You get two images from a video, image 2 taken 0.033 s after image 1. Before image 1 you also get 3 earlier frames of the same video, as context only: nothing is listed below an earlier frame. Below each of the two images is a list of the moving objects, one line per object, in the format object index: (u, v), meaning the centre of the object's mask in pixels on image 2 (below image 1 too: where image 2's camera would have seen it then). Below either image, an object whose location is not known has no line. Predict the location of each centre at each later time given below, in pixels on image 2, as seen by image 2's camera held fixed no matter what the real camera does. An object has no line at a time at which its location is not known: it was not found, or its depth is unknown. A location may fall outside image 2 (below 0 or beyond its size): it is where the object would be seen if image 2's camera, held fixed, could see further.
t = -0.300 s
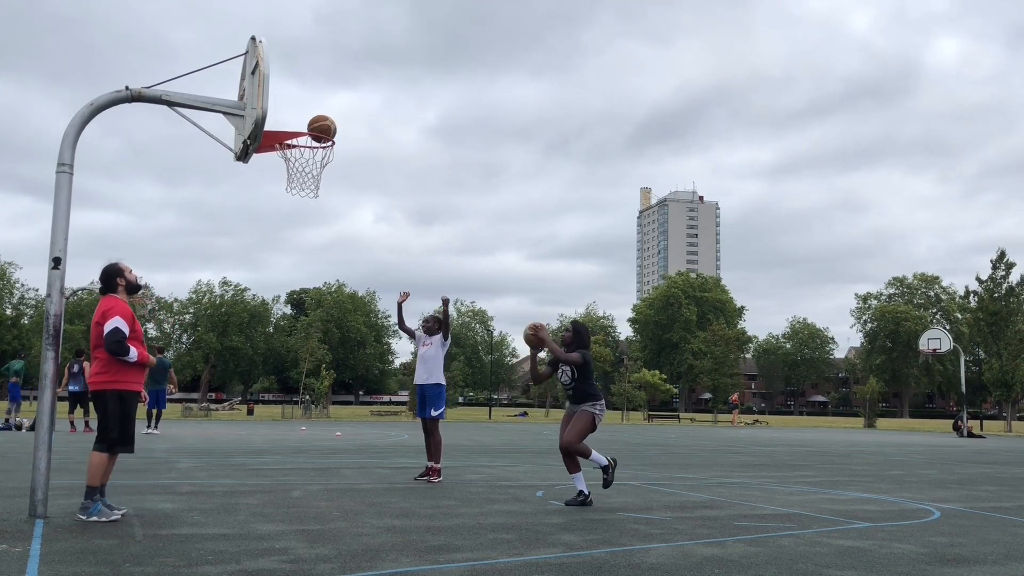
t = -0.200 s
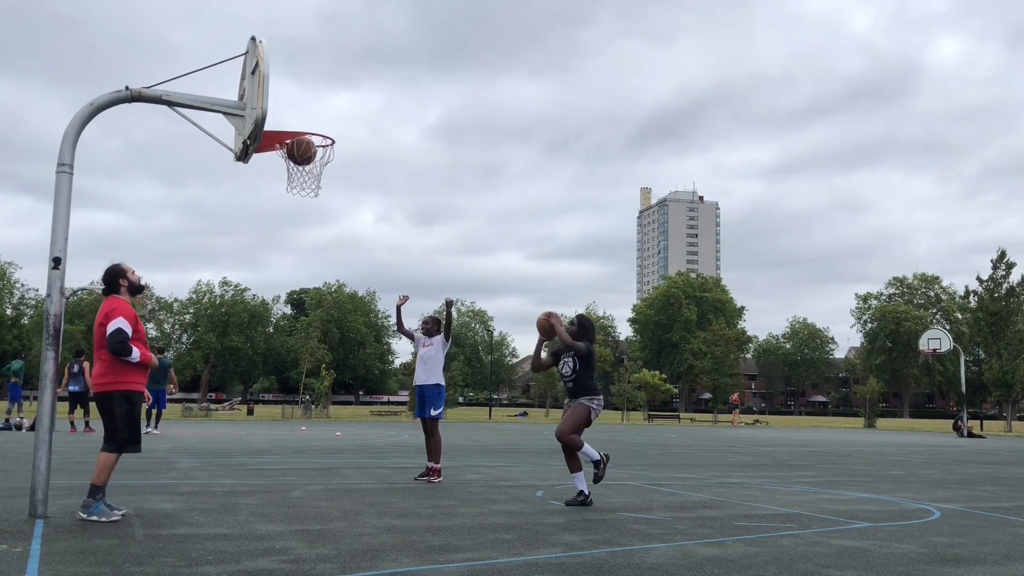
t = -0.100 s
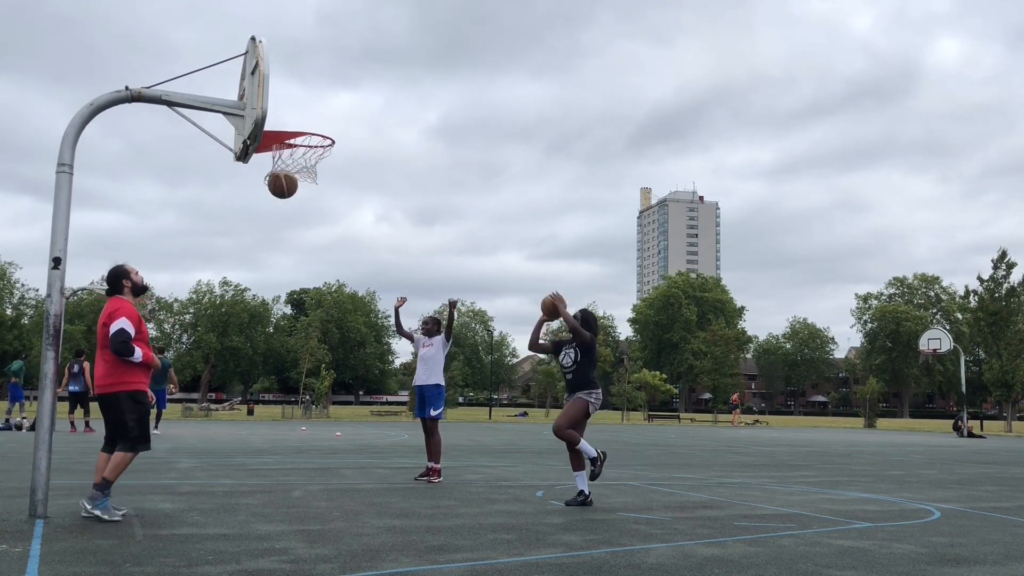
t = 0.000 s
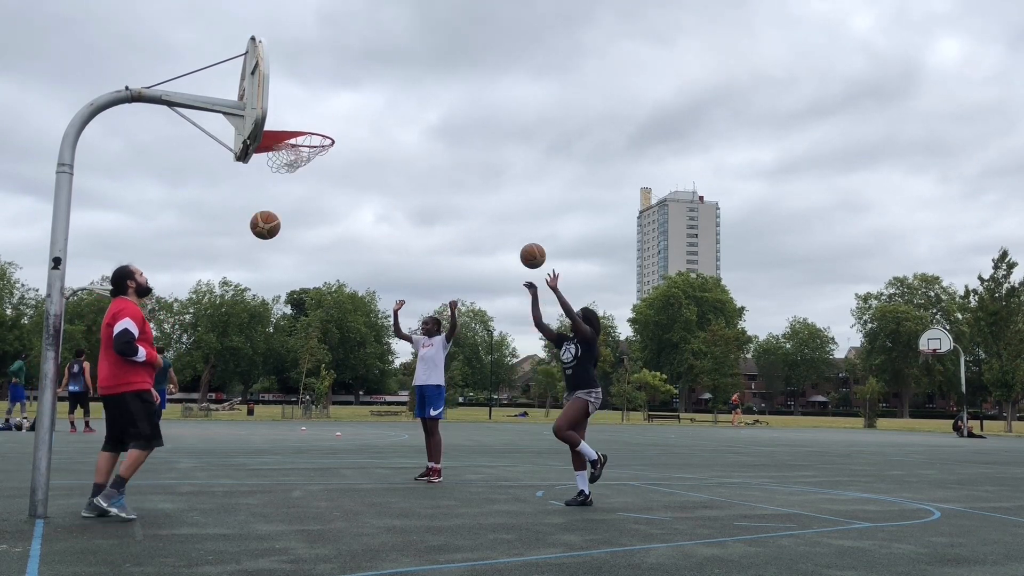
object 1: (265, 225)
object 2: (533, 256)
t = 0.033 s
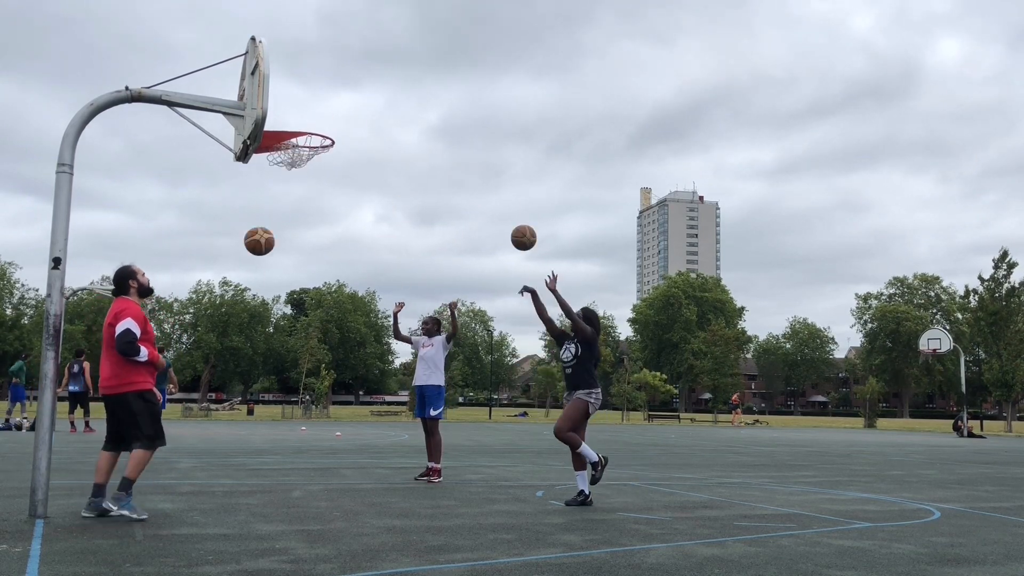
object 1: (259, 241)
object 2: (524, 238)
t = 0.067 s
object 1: (253, 258)
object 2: (514, 221)
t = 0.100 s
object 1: (248, 277)
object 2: (505, 205)
